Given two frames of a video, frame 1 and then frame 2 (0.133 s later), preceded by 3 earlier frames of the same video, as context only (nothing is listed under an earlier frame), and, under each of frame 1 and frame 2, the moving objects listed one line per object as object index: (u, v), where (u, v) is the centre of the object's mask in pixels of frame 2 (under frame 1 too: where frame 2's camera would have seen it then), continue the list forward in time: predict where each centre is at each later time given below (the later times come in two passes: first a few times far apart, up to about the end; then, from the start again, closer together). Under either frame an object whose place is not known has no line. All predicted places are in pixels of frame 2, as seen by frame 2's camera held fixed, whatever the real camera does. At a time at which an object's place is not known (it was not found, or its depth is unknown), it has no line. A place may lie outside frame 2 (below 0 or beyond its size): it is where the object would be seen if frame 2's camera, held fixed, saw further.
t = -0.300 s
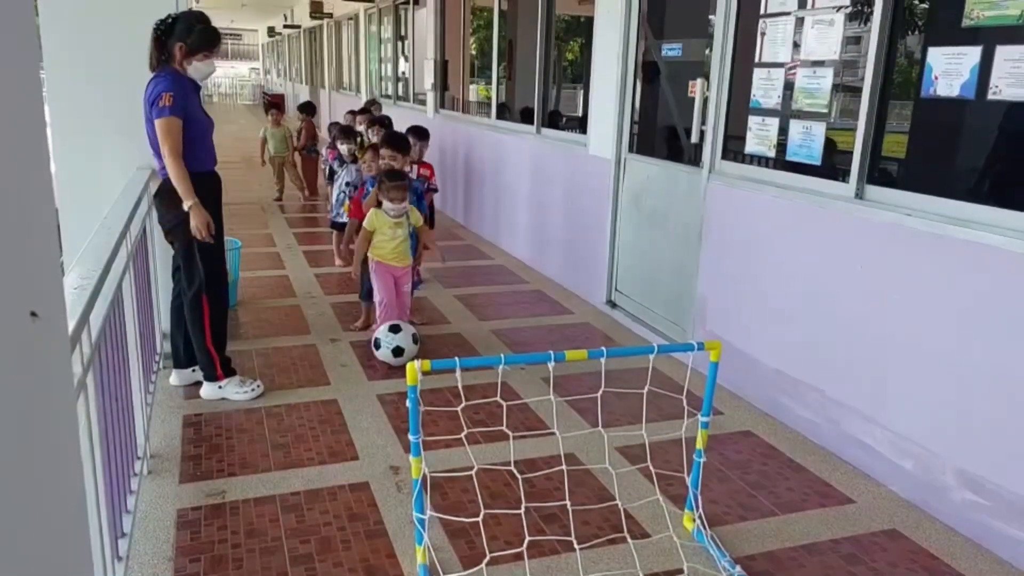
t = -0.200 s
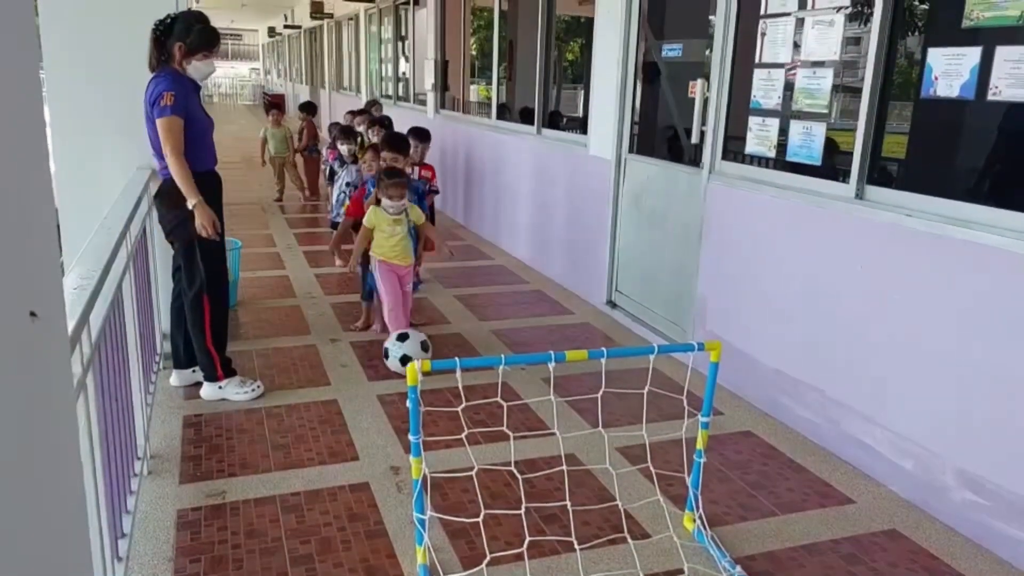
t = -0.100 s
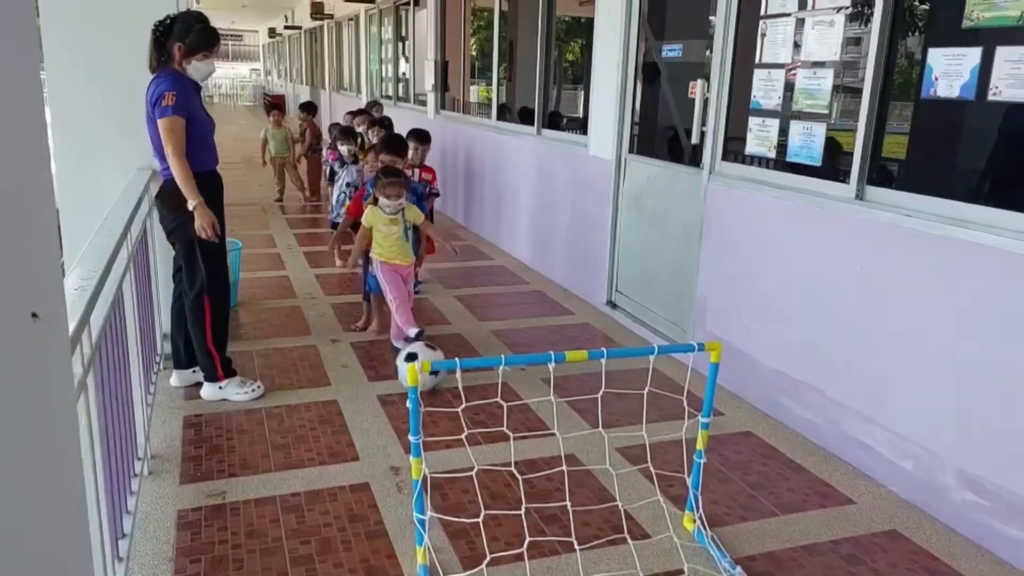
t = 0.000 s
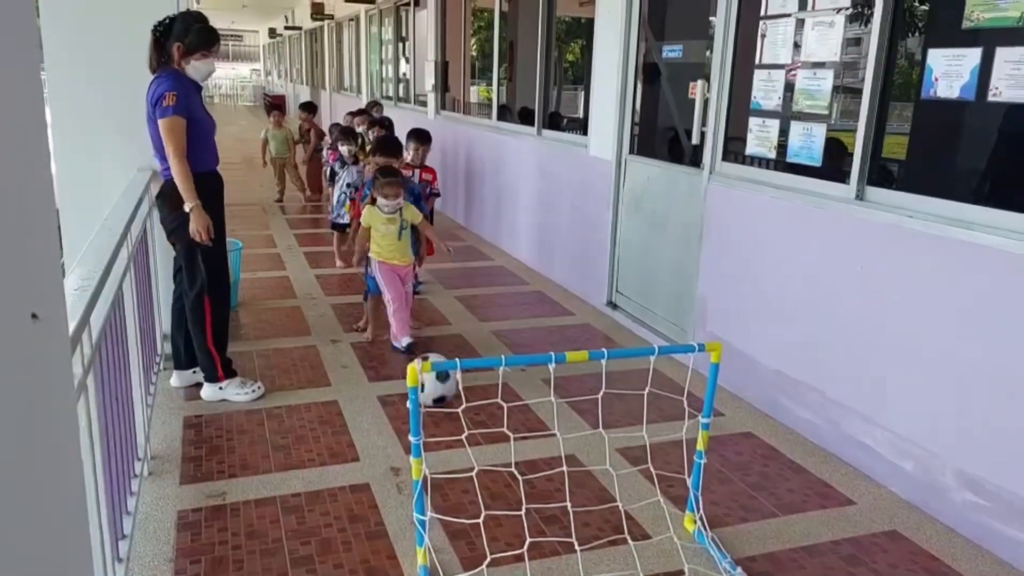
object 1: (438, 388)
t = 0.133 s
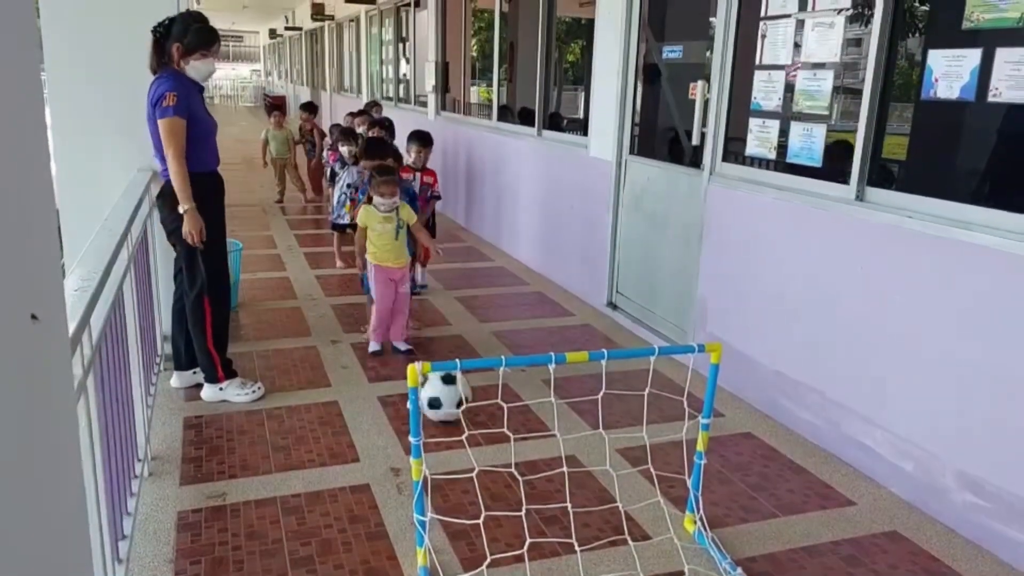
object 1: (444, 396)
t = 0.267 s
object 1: (456, 411)
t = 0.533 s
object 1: (490, 448)
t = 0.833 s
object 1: (533, 500)
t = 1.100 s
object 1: (589, 547)
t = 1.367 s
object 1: (619, 555)
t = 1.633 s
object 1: (610, 549)
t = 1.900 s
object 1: (604, 542)
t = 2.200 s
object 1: (598, 535)
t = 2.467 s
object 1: (597, 523)
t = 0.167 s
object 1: (446, 399)
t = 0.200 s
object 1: (449, 403)
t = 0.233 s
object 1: (454, 407)
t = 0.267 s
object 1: (456, 411)
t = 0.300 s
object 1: (460, 415)
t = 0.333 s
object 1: (465, 421)
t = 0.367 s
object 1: (469, 425)
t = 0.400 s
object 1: (473, 430)
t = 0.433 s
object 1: (477, 434)
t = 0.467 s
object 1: (482, 438)
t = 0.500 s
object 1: (485, 443)
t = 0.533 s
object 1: (490, 448)
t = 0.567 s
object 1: (494, 455)
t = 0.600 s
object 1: (499, 460)
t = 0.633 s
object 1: (504, 464)
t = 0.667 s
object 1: (509, 471)
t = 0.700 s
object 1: (513, 475)
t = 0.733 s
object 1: (518, 481)
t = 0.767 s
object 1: (524, 488)
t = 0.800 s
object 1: (529, 494)
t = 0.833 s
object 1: (533, 500)
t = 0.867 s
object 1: (541, 508)
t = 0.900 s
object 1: (547, 514)
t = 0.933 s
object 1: (553, 520)
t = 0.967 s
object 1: (560, 528)
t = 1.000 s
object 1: (567, 535)
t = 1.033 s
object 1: (574, 539)
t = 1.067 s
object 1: (581, 543)
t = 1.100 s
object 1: (589, 547)
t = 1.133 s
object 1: (596, 550)
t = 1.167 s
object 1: (603, 552)
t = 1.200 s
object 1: (611, 554)
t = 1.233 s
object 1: (615, 557)
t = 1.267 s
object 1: (618, 557)
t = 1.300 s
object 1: (618, 557)
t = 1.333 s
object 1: (619, 556)
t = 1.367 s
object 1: (619, 555)
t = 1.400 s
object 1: (618, 554)
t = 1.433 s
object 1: (617, 553)
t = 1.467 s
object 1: (615, 553)
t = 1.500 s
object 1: (615, 552)
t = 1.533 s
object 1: (613, 551)
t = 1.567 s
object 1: (611, 550)
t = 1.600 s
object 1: (611, 550)
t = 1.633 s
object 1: (610, 549)
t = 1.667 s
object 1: (609, 548)
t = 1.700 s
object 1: (608, 547)
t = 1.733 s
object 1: (607, 547)
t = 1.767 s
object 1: (607, 546)
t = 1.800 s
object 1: (606, 545)
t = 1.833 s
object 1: (606, 544)
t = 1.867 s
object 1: (605, 543)
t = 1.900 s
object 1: (604, 542)
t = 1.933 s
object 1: (604, 542)
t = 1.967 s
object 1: (603, 541)
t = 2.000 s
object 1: (602, 540)
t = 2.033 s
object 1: (602, 539)
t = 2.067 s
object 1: (601, 539)
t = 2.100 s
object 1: (600, 538)
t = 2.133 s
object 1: (599, 538)
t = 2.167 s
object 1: (596, 537)
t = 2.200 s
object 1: (598, 535)
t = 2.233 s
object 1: (597, 534)
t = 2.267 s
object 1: (597, 533)
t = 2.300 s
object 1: (597, 531)
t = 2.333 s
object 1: (596, 530)
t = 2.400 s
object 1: (597, 527)
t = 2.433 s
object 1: (597, 525)
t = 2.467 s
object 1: (597, 523)
